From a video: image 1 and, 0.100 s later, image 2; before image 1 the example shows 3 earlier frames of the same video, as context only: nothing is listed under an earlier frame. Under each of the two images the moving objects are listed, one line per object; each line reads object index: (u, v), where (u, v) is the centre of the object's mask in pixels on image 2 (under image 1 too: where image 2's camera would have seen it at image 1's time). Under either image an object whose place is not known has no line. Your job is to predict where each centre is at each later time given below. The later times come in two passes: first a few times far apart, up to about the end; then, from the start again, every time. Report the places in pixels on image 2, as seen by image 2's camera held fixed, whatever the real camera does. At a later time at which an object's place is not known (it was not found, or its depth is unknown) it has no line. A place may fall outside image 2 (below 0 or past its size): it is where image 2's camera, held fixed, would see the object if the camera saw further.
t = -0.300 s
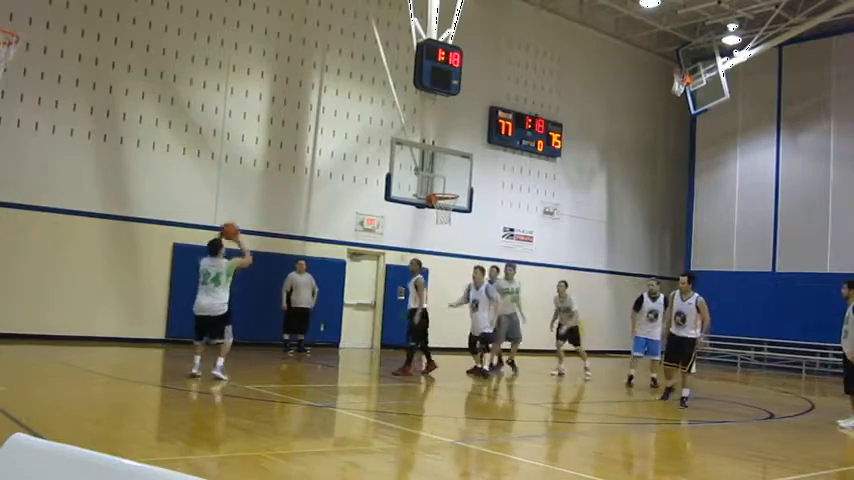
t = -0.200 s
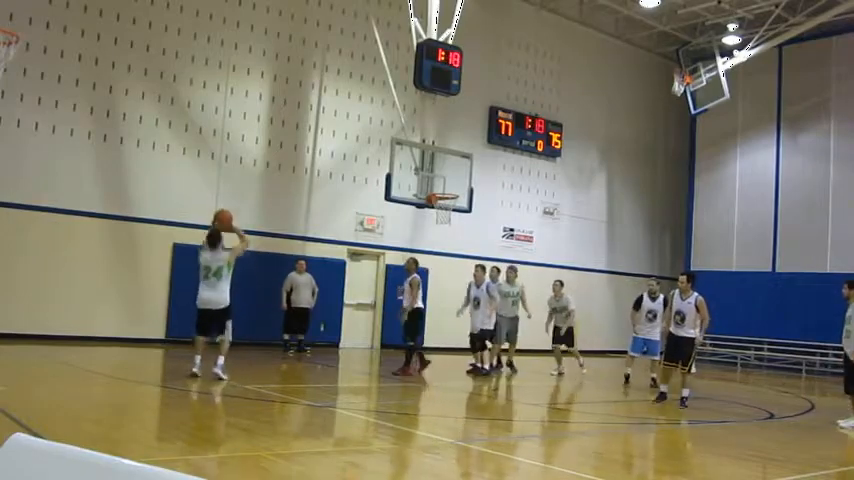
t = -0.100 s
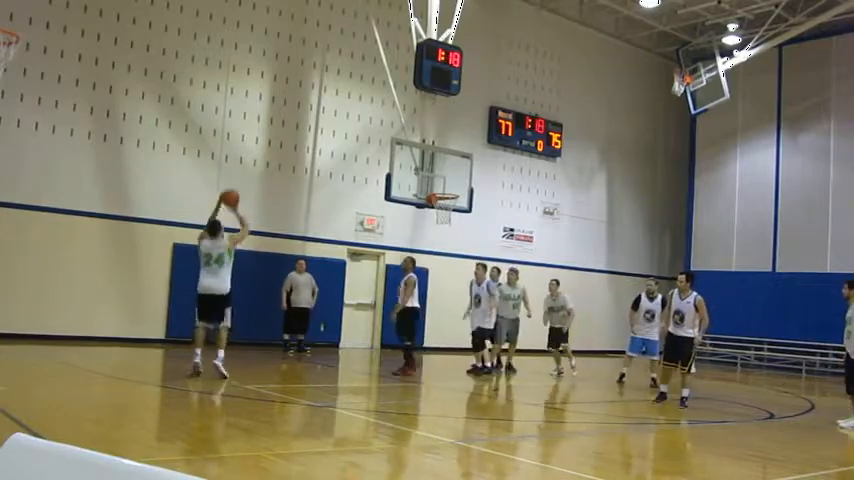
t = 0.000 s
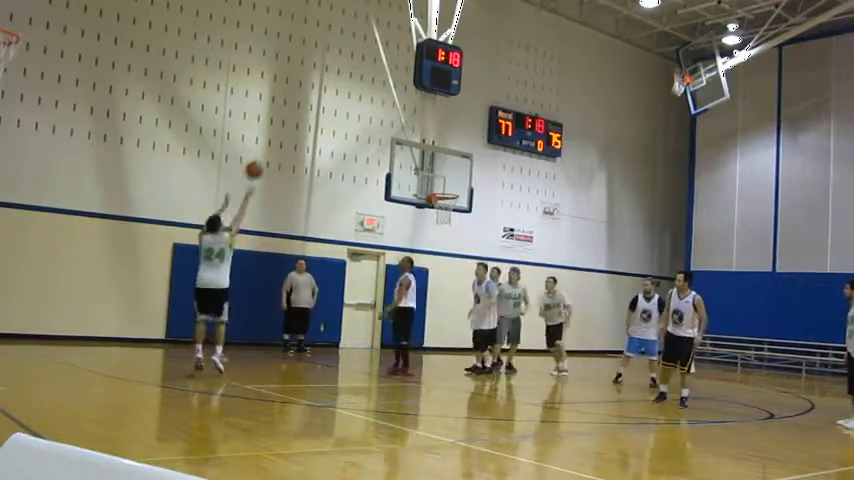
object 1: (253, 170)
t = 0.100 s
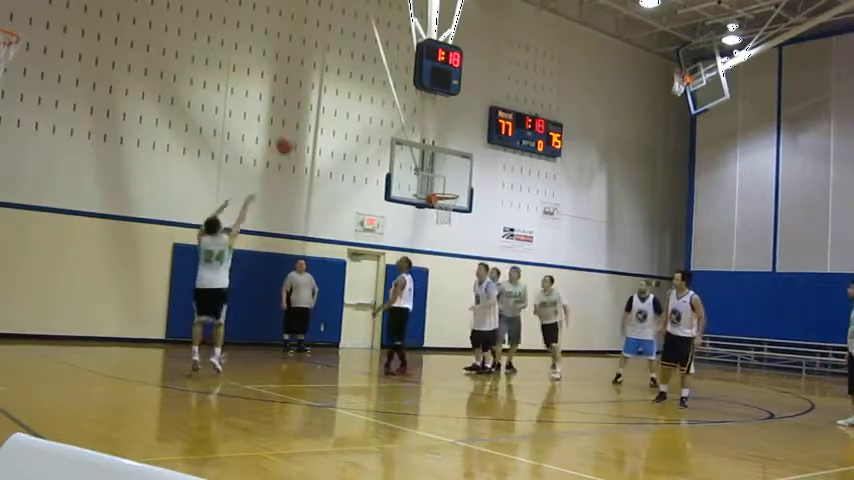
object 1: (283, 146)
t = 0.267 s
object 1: (329, 124)
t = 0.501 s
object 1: (381, 125)
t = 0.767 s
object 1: (428, 165)
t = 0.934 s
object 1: (446, 189)
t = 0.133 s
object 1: (293, 140)
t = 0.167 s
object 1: (302, 135)
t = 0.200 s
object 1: (311, 130)
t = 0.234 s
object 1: (321, 127)
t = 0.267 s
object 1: (329, 124)
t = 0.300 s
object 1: (336, 122)
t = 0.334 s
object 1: (344, 121)
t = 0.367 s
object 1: (352, 120)
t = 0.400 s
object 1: (360, 121)
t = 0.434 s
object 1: (367, 122)
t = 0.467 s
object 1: (374, 123)
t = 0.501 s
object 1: (381, 125)
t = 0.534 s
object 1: (387, 128)
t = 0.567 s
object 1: (393, 132)
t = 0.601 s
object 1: (400, 136)
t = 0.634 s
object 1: (406, 140)
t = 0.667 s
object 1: (412, 145)
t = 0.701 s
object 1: (418, 151)
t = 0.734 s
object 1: (425, 157)
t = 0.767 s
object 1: (428, 165)
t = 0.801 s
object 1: (435, 171)
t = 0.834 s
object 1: (440, 179)
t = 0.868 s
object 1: (445, 186)
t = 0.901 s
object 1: (449, 191)
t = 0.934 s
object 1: (446, 189)
